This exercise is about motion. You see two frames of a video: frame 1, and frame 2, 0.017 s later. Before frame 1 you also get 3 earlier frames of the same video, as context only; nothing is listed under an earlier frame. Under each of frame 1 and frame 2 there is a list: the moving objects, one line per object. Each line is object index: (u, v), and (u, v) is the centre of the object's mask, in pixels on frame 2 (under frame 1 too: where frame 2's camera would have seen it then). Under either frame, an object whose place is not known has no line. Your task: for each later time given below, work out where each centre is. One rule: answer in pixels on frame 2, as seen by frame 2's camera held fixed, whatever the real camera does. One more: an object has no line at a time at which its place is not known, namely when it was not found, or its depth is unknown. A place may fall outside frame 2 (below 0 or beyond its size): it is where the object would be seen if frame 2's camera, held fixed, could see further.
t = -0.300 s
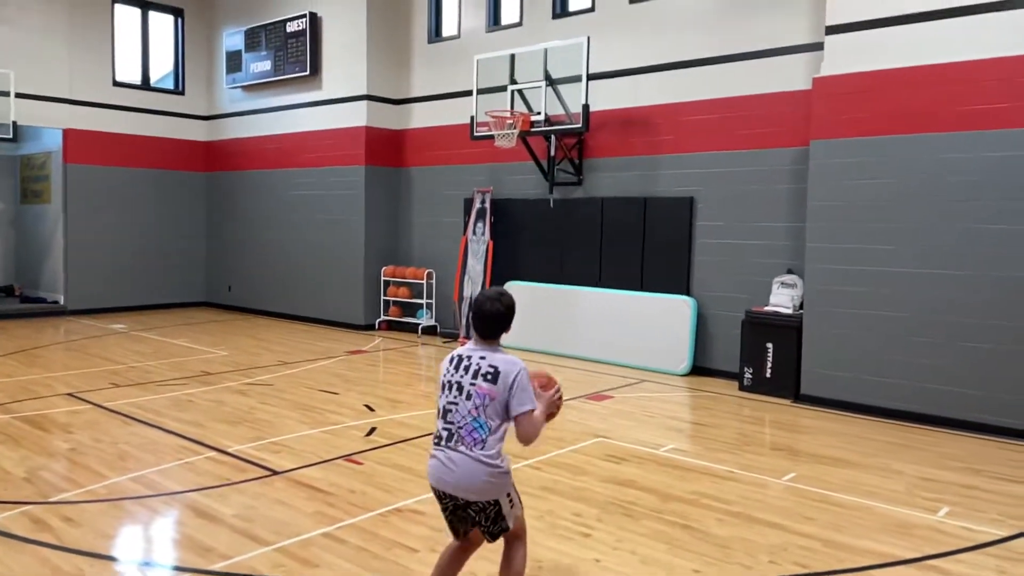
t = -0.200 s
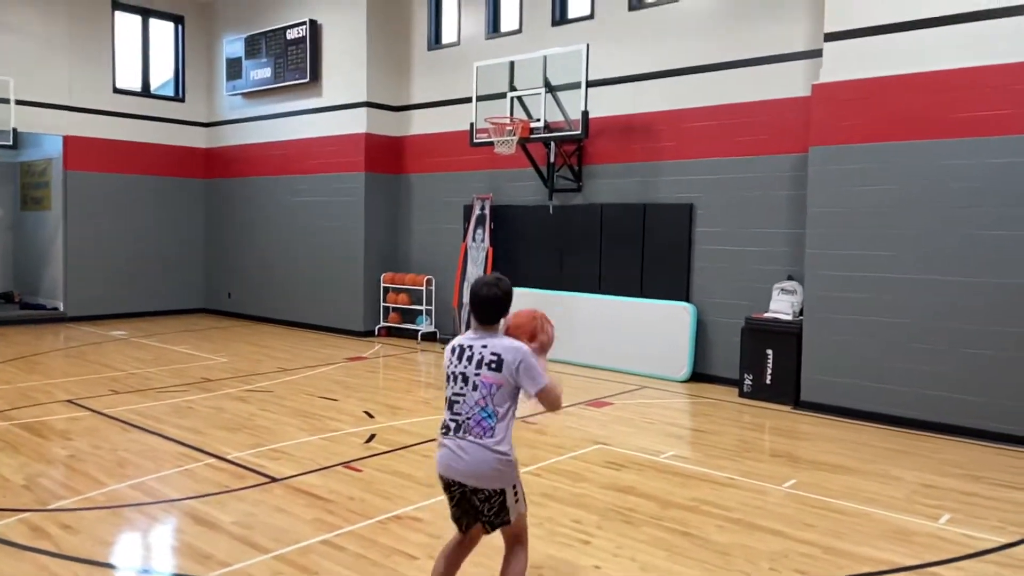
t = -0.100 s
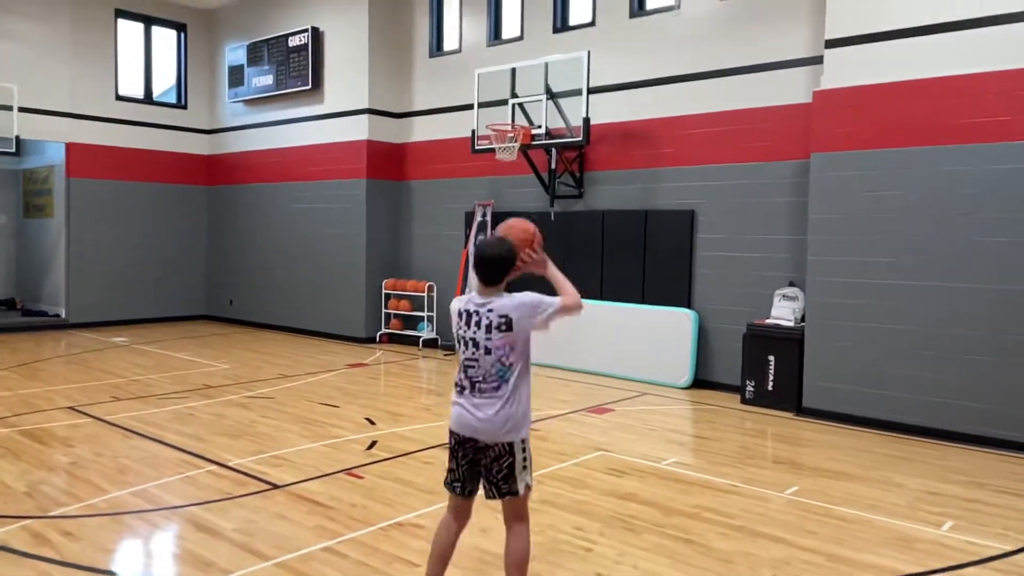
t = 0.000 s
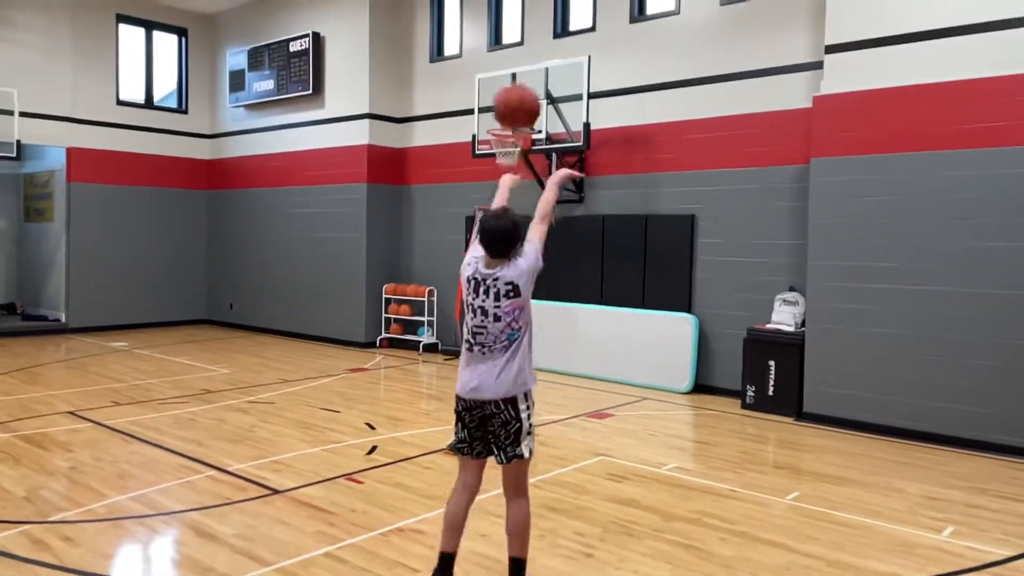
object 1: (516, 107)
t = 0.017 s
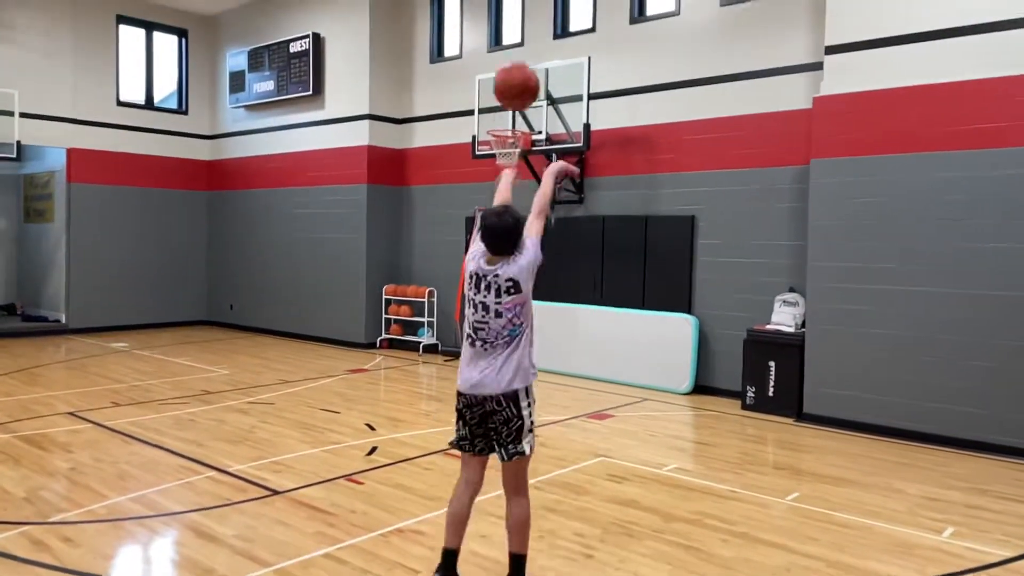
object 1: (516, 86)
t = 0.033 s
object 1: (516, 65)
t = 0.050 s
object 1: (517, 47)
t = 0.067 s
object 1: (517, 28)
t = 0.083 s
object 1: (516, 12)
